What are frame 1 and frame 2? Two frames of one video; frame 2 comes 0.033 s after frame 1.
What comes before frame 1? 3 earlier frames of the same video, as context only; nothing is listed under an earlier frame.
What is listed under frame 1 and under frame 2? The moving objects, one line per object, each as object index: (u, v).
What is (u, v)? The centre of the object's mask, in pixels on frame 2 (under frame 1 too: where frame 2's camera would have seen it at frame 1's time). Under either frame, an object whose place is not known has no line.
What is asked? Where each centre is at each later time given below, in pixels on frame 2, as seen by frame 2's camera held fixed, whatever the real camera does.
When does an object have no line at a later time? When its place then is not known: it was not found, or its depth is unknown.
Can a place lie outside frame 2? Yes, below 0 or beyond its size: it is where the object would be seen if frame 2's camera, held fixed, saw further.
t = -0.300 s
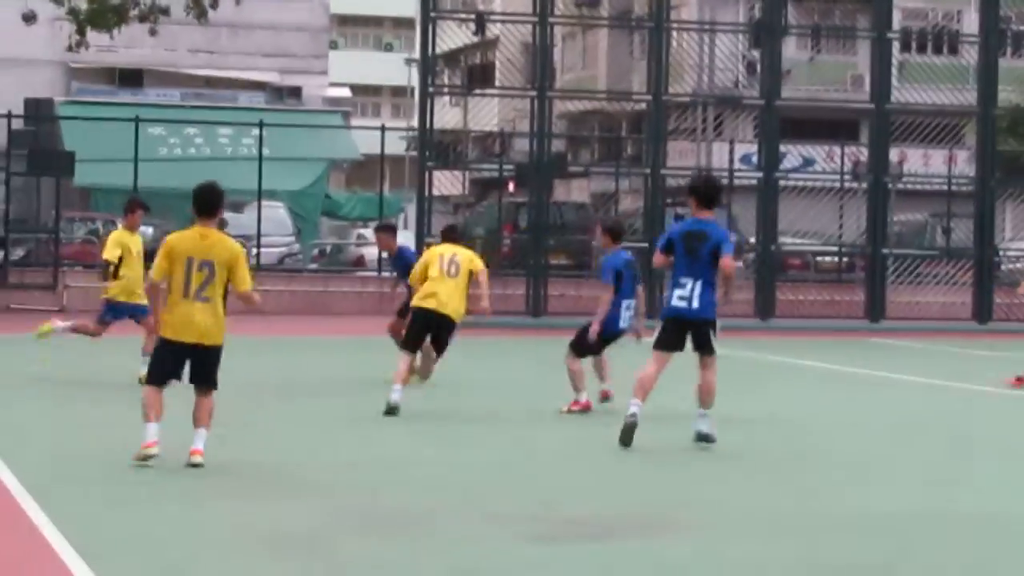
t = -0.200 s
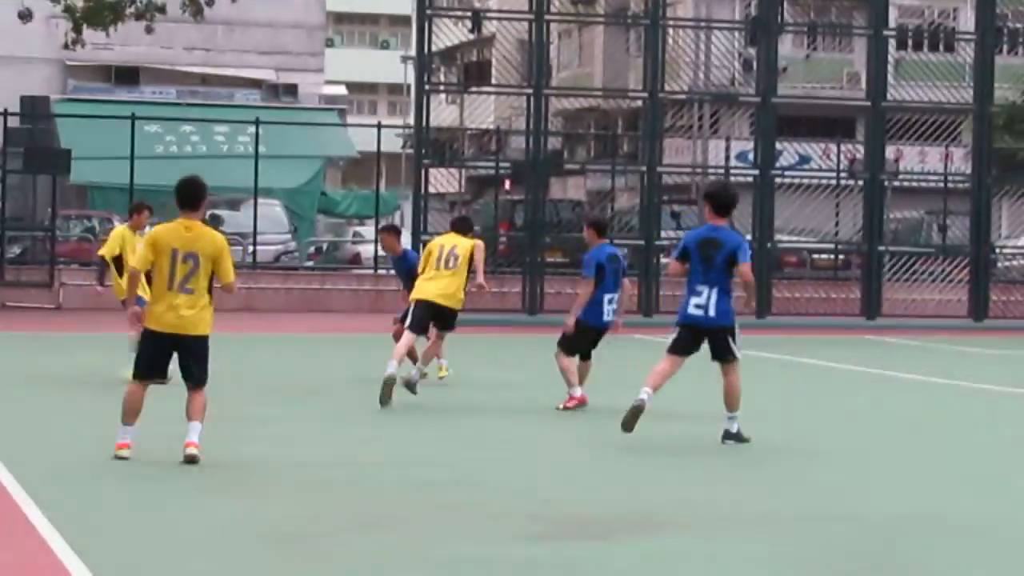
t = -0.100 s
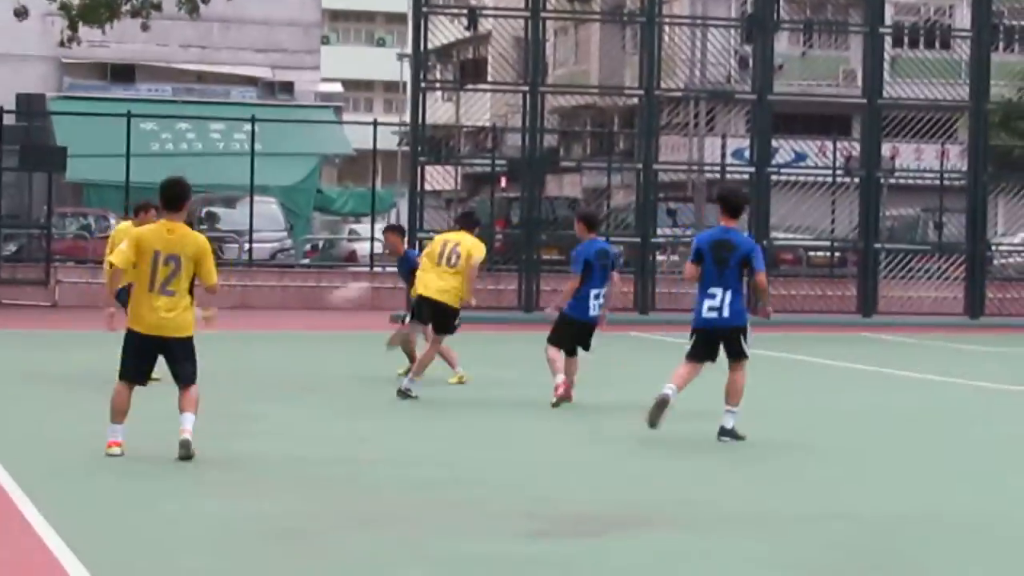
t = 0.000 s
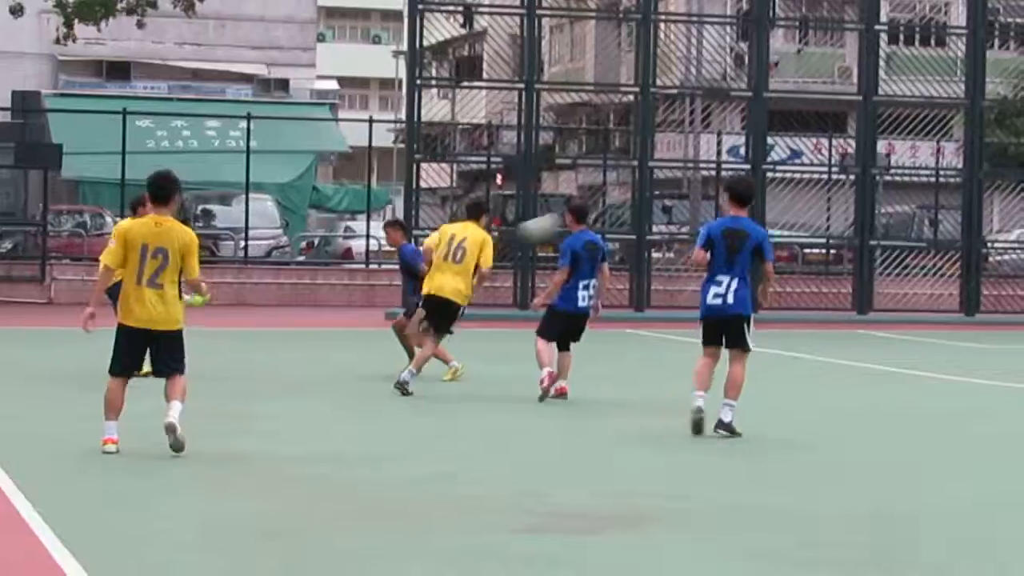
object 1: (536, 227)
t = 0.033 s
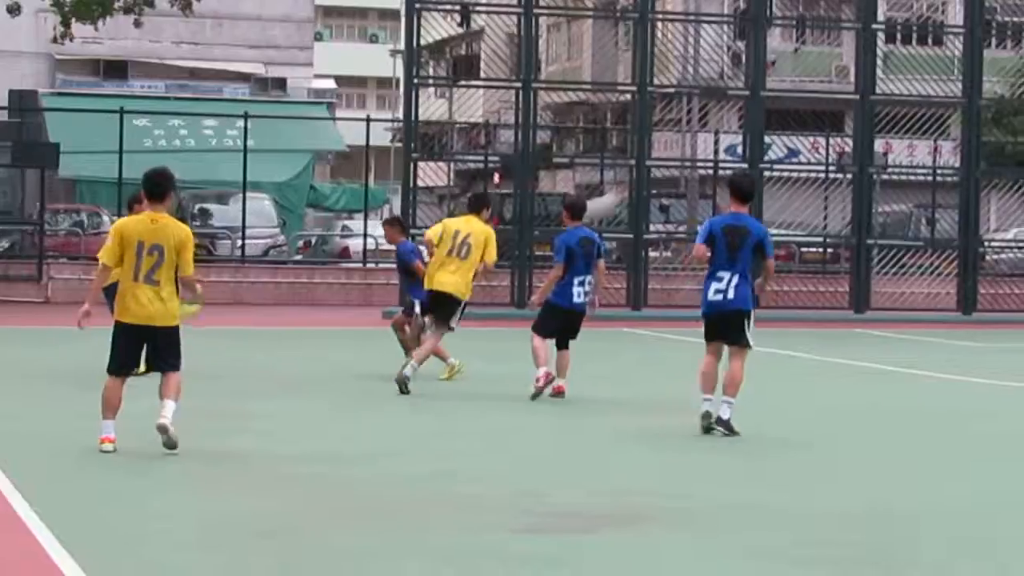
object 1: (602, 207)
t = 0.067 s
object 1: (658, 191)
